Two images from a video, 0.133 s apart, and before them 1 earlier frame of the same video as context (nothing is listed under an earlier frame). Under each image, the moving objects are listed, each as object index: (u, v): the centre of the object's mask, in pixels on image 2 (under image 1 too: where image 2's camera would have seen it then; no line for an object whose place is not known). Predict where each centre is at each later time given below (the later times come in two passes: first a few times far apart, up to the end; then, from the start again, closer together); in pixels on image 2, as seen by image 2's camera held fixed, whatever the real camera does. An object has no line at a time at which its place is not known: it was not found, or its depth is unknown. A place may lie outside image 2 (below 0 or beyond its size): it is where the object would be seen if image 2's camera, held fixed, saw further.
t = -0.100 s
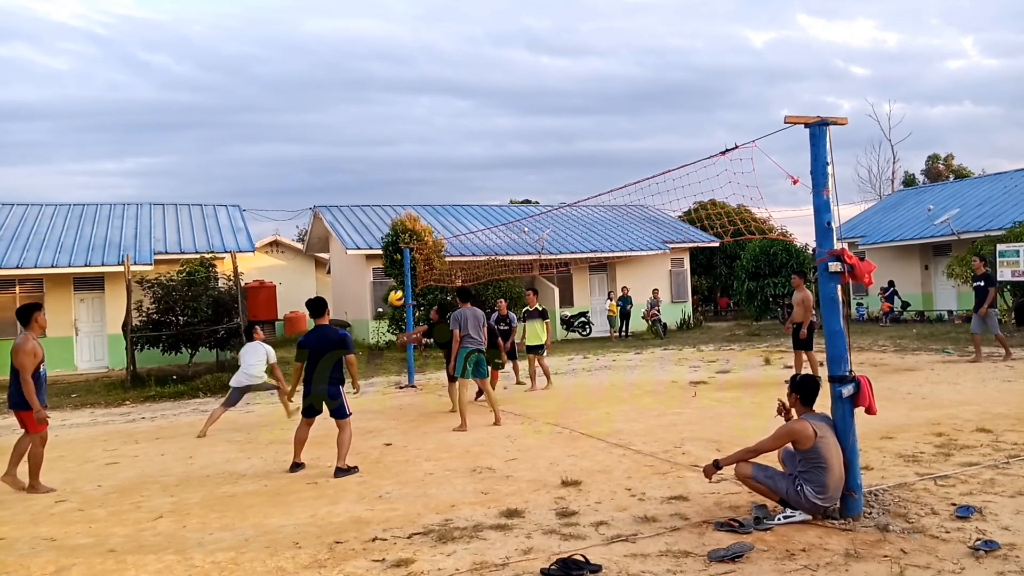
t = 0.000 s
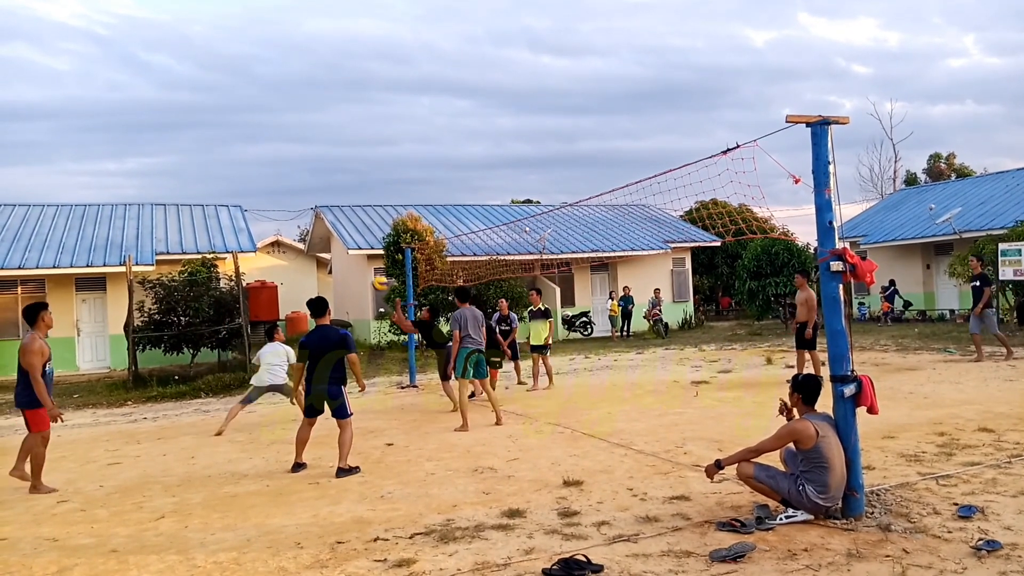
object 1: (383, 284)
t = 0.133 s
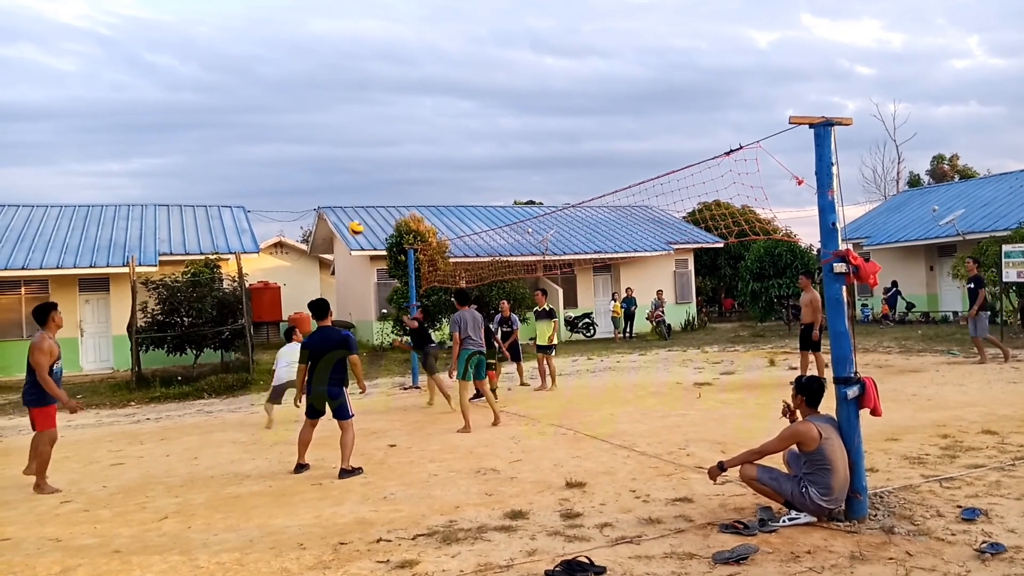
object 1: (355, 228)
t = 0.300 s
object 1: (324, 177)
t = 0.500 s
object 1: (289, 144)
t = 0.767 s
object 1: (247, 144)
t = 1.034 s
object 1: (208, 194)
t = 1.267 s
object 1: (178, 277)
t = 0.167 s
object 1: (349, 216)
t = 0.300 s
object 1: (324, 177)
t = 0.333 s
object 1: (318, 170)
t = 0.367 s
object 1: (312, 163)
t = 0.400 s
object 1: (307, 157)
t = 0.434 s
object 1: (301, 152)
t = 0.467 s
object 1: (295, 147)
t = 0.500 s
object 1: (289, 144)
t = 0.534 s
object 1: (284, 141)
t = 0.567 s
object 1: (279, 139)
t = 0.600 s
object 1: (274, 138)
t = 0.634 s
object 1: (268, 138)
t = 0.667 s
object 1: (263, 138)
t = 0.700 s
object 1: (257, 139)
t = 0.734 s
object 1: (252, 141)
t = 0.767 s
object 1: (247, 144)
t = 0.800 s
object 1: (242, 147)
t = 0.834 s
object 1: (237, 151)
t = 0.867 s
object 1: (232, 157)
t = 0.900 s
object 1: (227, 163)
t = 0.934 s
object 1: (223, 169)
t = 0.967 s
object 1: (218, 177)
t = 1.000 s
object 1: (213, 185)
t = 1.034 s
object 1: (208, 194)
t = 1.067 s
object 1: (204, 203)
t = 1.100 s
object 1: (199, 213)
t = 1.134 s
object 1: (195, 225)
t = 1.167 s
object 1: (190, 237)
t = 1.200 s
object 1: (186, 249)
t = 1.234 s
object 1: (182, 262)
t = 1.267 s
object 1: (178, 277)
